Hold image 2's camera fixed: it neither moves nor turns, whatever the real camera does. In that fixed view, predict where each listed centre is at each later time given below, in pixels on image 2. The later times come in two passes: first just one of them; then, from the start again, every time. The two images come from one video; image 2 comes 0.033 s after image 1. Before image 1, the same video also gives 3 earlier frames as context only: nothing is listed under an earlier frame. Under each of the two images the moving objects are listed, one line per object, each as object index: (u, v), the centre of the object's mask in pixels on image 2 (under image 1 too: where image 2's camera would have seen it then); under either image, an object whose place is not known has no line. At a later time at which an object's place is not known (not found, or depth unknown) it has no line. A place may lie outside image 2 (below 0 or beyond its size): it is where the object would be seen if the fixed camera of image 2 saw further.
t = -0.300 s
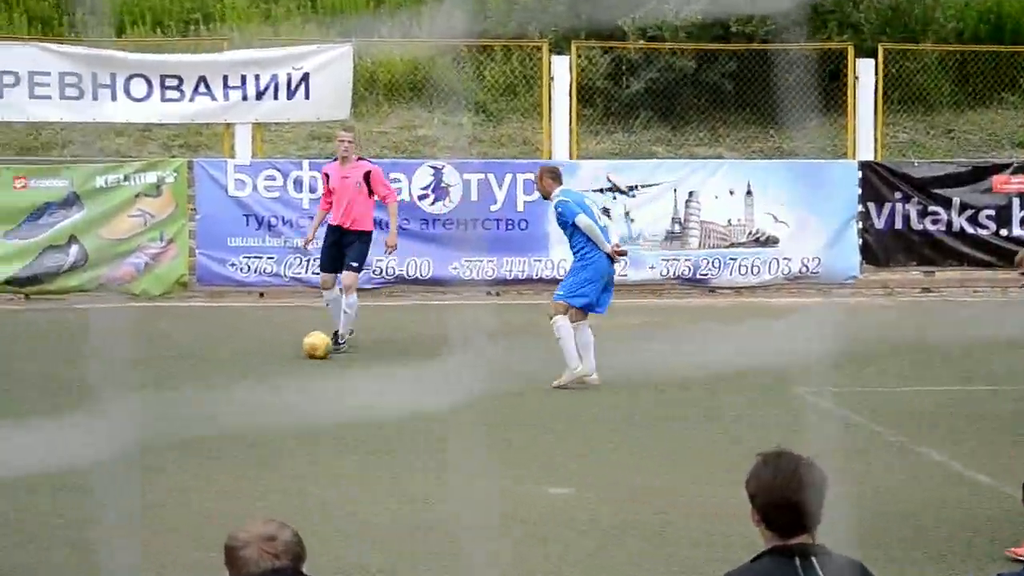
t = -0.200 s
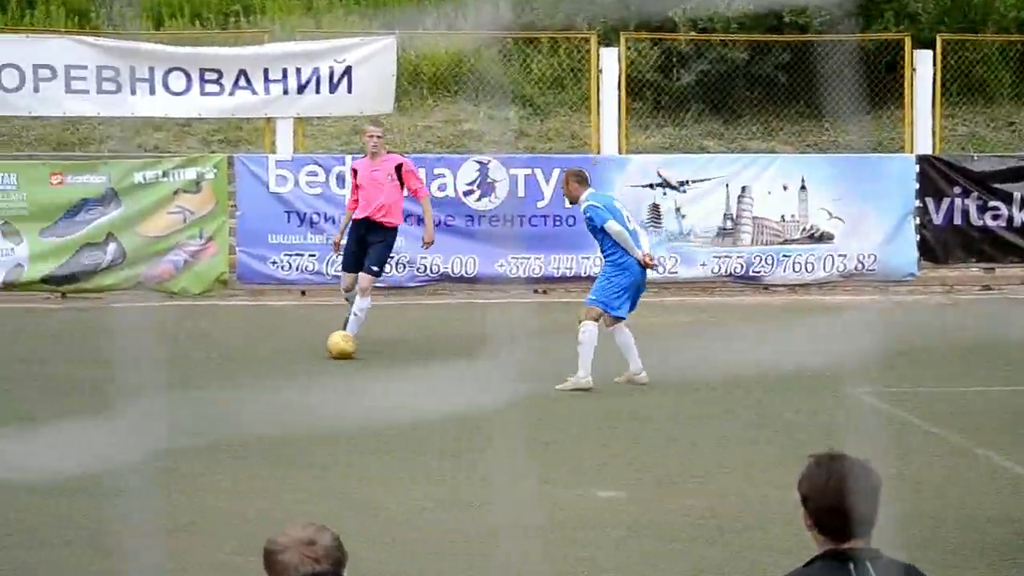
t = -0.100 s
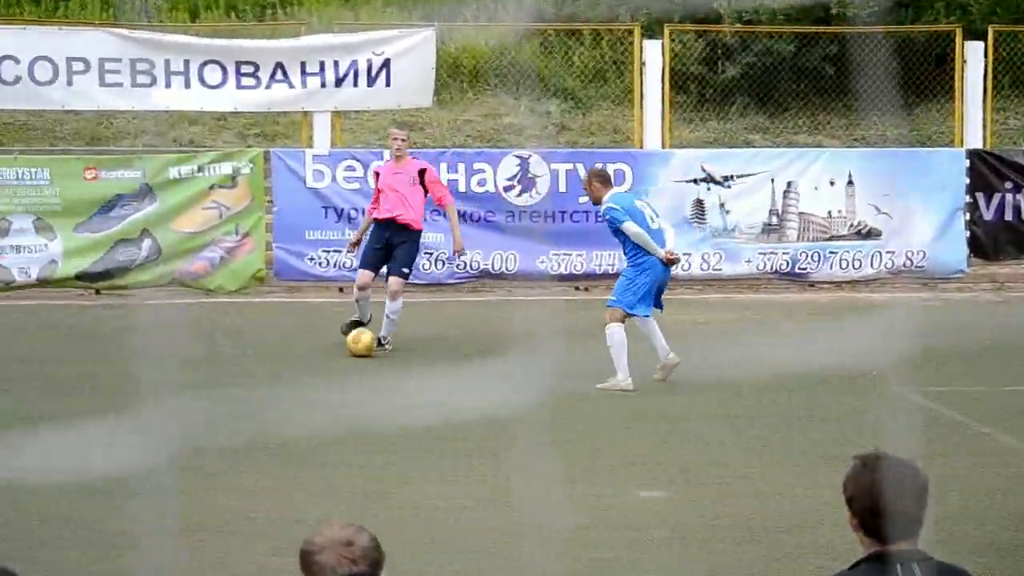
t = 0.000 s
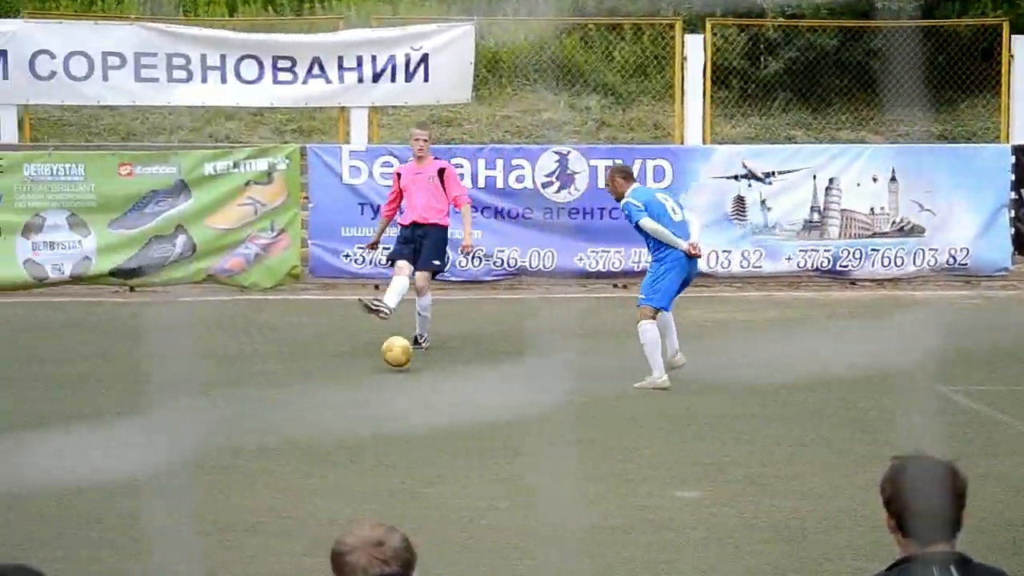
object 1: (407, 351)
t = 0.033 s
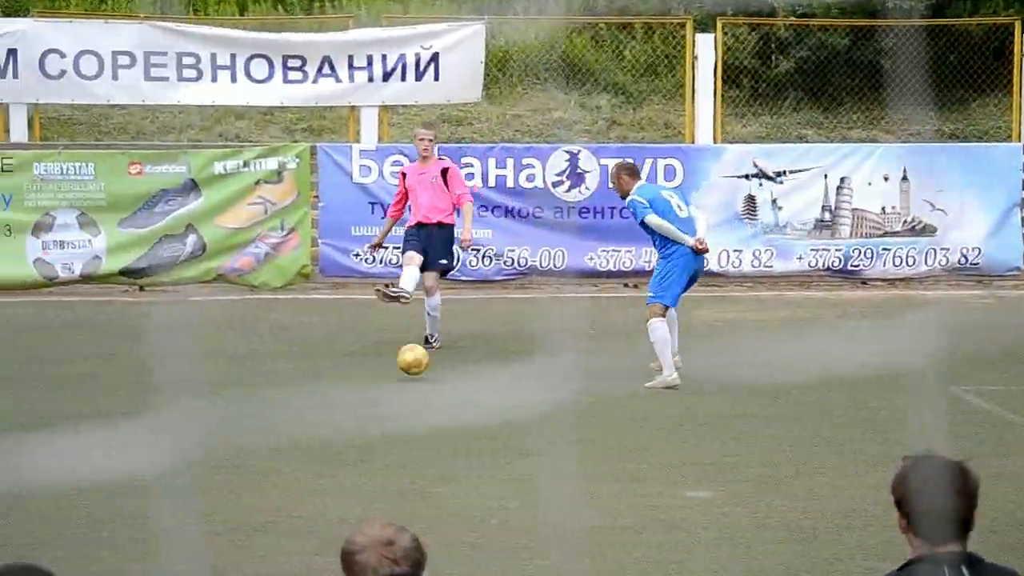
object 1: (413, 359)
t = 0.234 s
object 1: (457, 426)
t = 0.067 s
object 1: (419, 370)
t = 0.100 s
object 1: (425, 385)
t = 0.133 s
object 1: (432, 396)
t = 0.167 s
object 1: (439, 406)
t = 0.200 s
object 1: (449, 415)
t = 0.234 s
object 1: (457, 426)
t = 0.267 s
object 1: (467, 440)
